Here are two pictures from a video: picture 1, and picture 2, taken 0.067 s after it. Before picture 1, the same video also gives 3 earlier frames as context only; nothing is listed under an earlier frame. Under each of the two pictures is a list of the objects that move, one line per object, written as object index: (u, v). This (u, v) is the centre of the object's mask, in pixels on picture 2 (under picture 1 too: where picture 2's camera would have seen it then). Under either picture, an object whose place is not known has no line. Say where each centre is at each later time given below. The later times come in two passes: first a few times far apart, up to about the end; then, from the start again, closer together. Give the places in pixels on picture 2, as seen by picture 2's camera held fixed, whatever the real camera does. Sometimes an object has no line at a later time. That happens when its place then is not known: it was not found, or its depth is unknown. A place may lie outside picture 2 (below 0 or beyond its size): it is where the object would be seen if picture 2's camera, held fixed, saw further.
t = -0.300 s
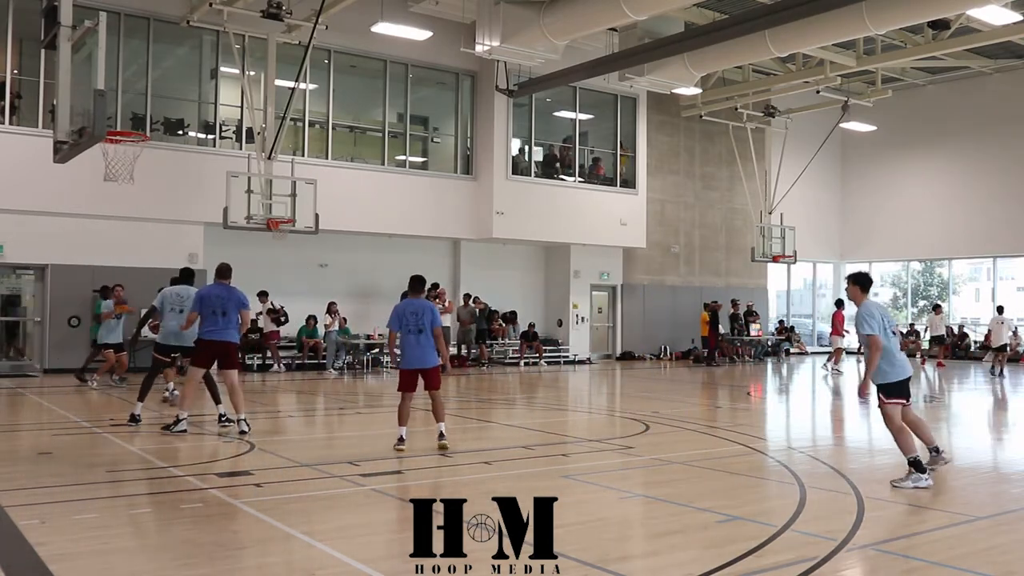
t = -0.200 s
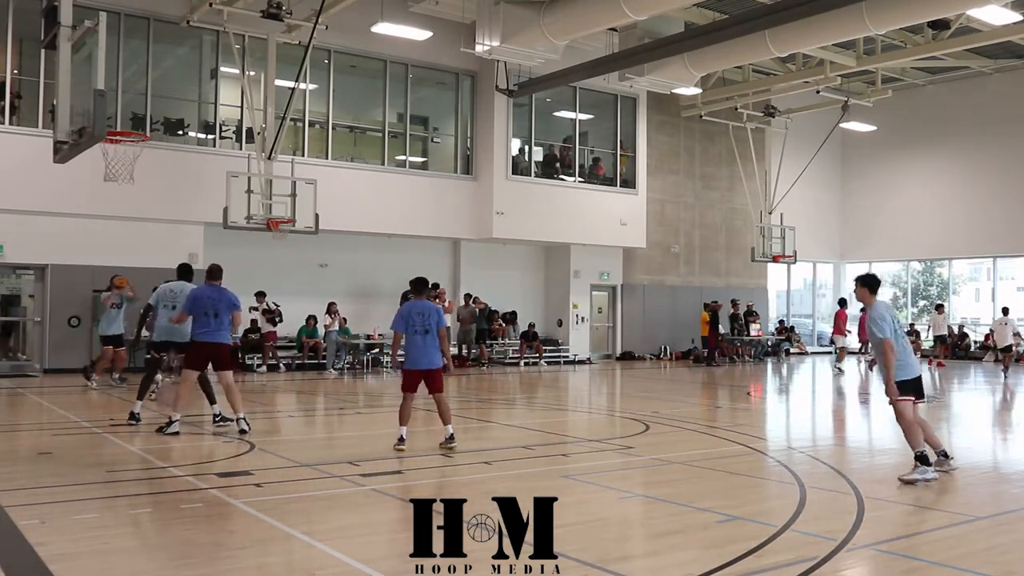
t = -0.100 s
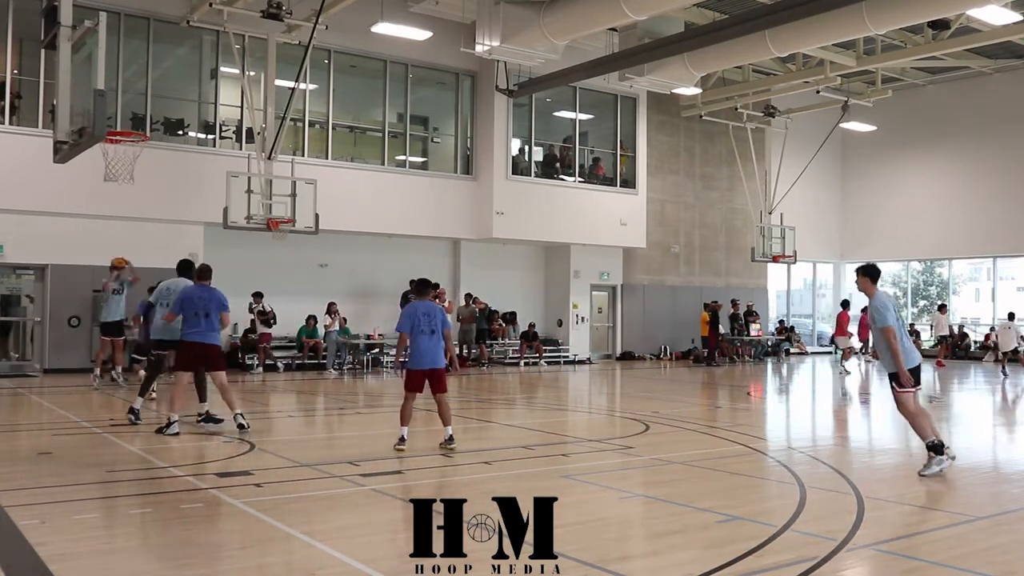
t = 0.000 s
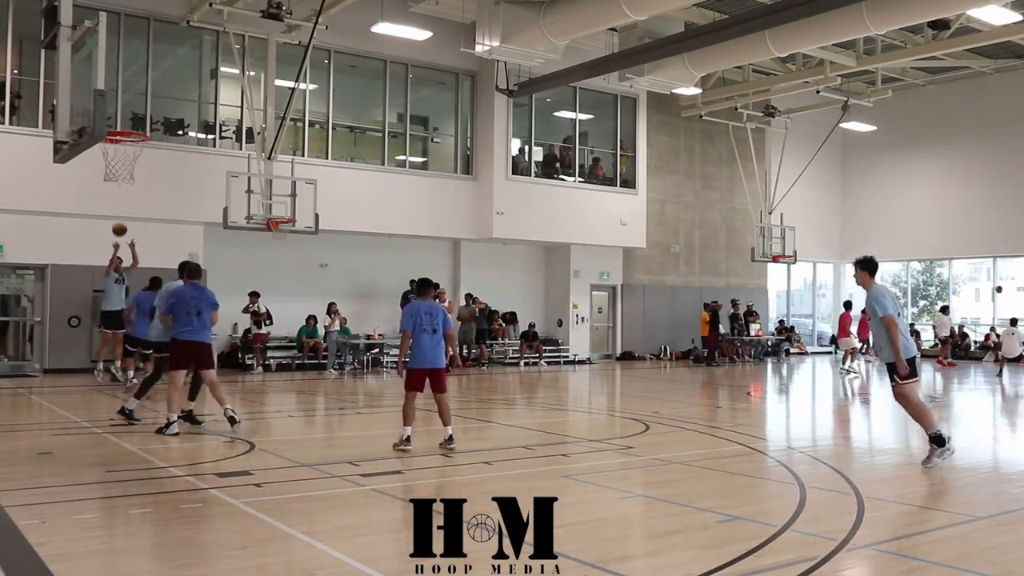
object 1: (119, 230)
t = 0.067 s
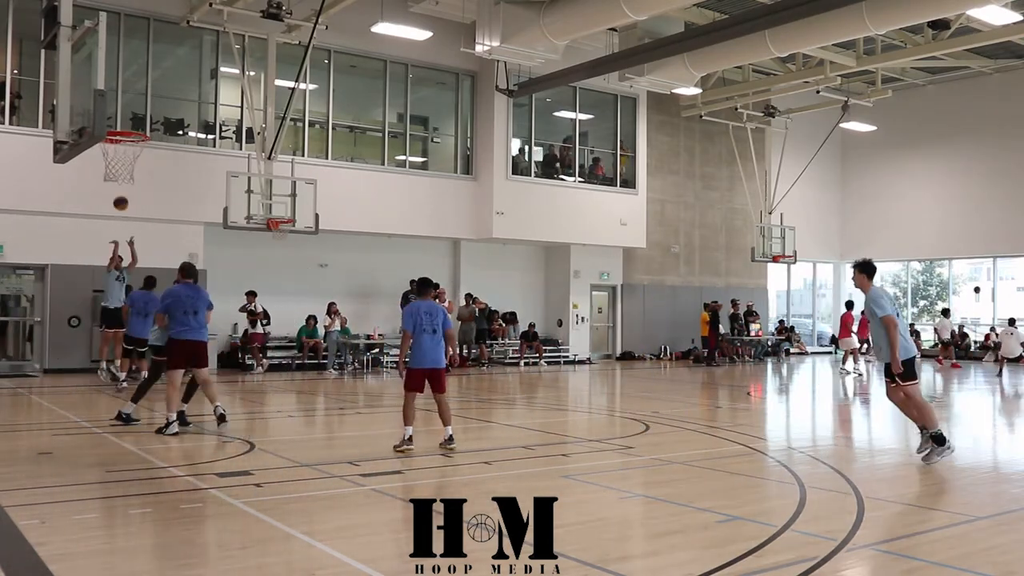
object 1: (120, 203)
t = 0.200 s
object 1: (122, 155)
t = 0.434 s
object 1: (124, 90)
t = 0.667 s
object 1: (125, 53)
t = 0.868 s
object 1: (124, 49)
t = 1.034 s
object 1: (122, 72)
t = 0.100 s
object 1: (121, 190)
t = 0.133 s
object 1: (122, 178)
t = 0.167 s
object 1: (122, 167)
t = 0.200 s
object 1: (122, 155)
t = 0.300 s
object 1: (122, 123)
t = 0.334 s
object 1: (123, 115)
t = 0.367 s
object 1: (124, 106)
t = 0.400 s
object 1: (124, 98)
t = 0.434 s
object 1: (124, 90)
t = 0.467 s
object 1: (125, 83)
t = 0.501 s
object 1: (125, 76)
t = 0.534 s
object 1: (125, 69)
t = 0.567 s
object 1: (125, 64)
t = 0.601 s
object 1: (124, 60)
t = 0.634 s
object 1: (125, 55)
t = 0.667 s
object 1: (125, 53)
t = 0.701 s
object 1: (125, 50)
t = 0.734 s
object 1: (125, 48)
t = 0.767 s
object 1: (125, 47)
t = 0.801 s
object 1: (124, 46)
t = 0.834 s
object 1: (124, 47)
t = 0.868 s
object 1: (124, 49)
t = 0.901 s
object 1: (123, 52)
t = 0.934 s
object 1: (123, 56)
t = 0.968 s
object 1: (123, 60)
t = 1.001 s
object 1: (122, 66)
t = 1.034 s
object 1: (122, 72)
